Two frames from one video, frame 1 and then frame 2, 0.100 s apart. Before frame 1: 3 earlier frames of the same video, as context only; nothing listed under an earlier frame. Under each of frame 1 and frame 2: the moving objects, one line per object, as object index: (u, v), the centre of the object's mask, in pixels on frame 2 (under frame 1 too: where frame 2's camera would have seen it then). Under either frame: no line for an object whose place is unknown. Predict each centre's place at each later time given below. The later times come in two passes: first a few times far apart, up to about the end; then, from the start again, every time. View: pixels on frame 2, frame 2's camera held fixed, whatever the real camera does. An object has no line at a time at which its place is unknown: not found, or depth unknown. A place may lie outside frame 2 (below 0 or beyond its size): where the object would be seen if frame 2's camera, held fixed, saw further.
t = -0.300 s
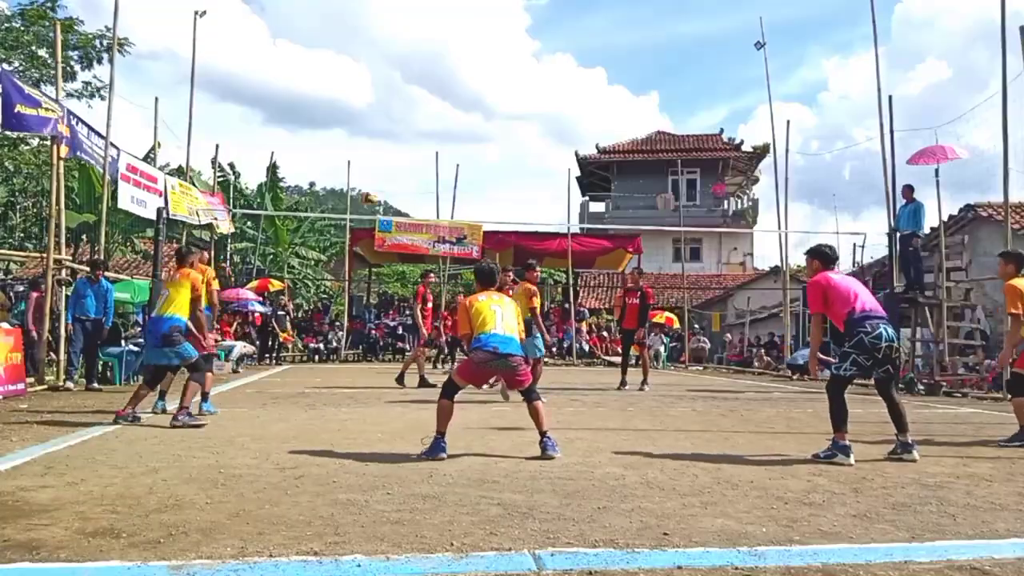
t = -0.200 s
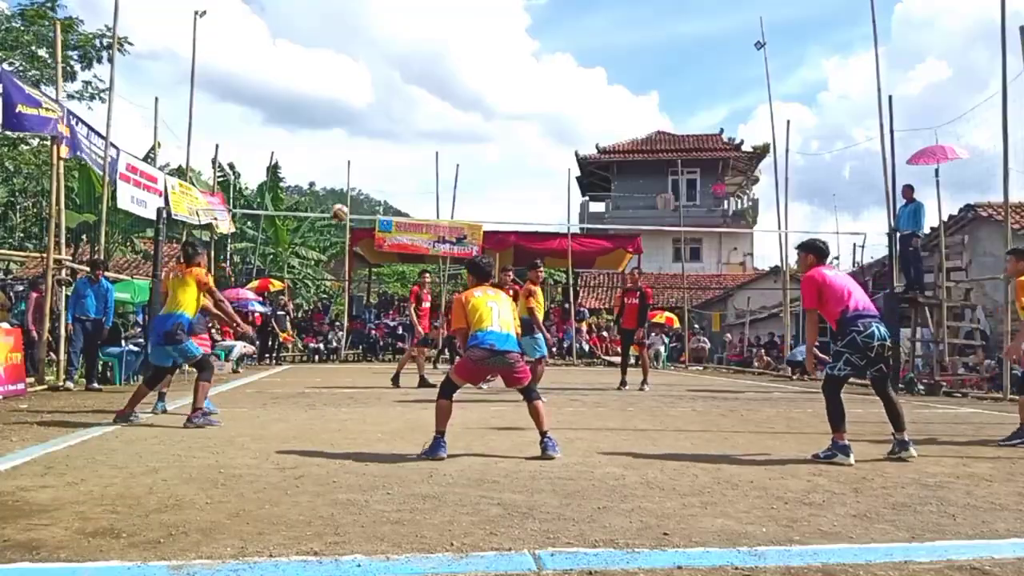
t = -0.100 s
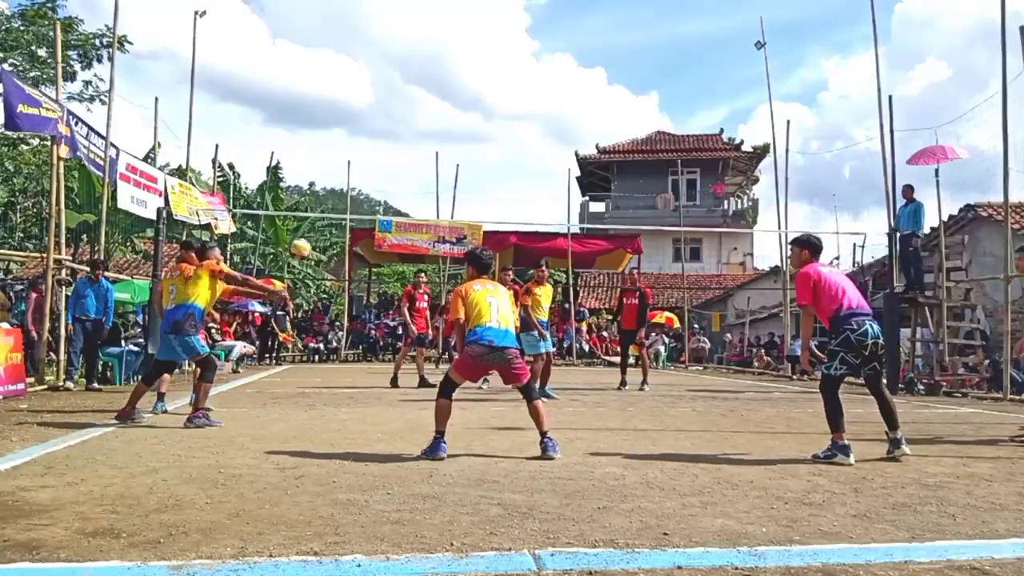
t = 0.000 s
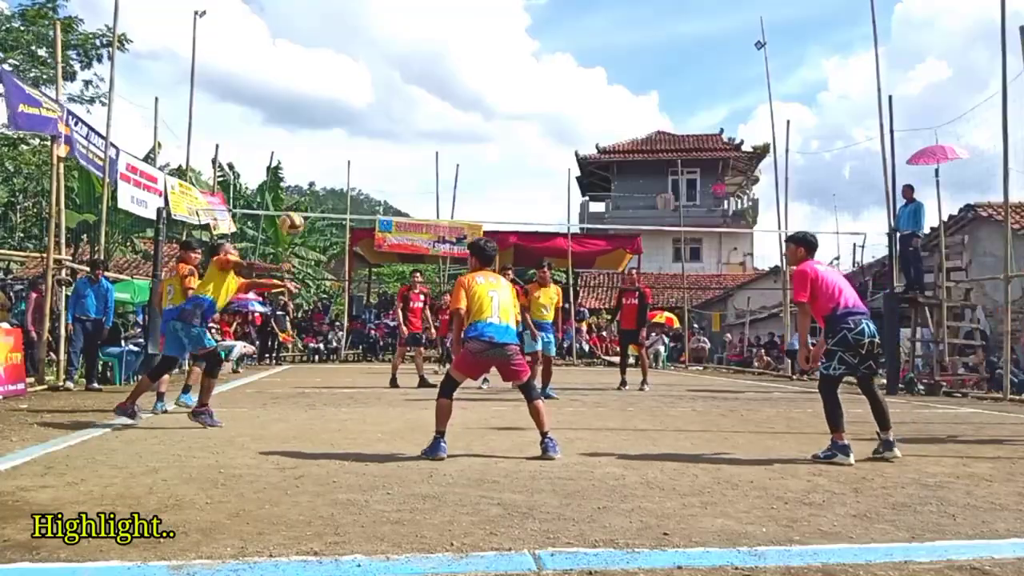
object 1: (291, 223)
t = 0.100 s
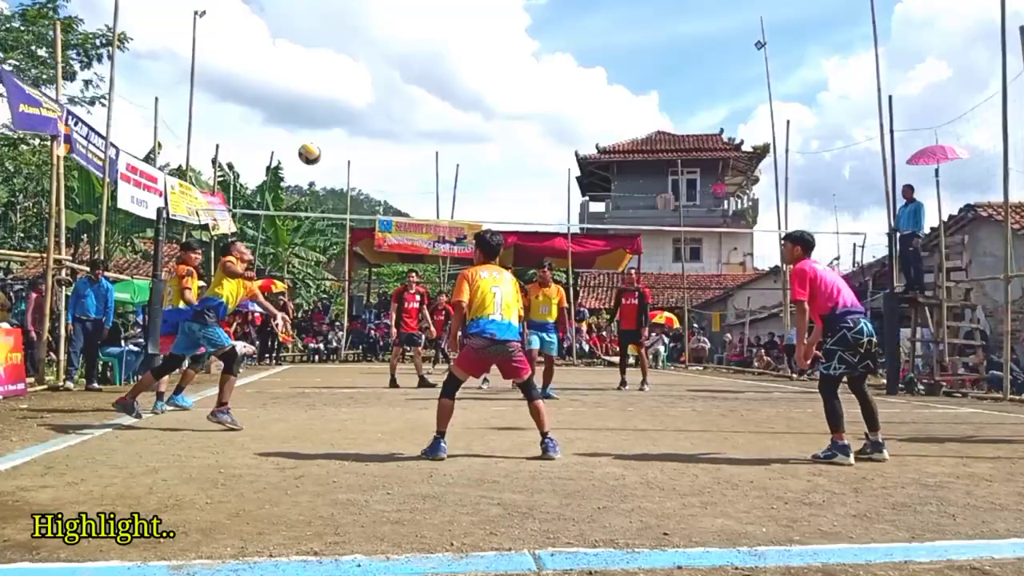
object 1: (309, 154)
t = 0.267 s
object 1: (334, 73)
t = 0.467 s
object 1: (358, 22)
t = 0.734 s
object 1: (382, 13)
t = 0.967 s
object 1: (396, 49)
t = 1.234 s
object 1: (407, 128)
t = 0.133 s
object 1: (315, 134)
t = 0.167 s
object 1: (321, 116)
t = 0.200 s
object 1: (325, 100)
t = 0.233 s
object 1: (330, 86)
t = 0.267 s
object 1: (334, 73)
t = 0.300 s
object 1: (339, 62)
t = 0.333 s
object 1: (343, 51)
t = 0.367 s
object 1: (348, 42)
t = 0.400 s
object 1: (351, 34)
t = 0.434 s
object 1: (355, 28)
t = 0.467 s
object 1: (358, 22)
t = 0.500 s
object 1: (362, 18)
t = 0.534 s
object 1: (365, 15)
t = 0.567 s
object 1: (368, 12)
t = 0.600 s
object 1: (371, 10)
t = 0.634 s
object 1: (374, 9)
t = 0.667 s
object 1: (376, 9)
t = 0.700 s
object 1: (380, 10)
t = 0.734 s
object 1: (382, 13)
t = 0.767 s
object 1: (384, 16)
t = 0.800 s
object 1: (387, 19)
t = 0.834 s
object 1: (388, 24)
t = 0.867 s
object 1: (390, 28)
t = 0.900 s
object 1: (392, 34)
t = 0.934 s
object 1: (394, 41)
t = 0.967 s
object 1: (396, 49)
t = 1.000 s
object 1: (398, 57)
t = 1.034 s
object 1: (400, 64)
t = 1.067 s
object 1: (401, 73)
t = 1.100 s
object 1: (402, 83)
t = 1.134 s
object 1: (403, 94)
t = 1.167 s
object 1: (405, 104)
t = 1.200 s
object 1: (406, 116)
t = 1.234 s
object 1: (407, 128)
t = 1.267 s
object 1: (408, 140)
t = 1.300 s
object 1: (409, 153)
